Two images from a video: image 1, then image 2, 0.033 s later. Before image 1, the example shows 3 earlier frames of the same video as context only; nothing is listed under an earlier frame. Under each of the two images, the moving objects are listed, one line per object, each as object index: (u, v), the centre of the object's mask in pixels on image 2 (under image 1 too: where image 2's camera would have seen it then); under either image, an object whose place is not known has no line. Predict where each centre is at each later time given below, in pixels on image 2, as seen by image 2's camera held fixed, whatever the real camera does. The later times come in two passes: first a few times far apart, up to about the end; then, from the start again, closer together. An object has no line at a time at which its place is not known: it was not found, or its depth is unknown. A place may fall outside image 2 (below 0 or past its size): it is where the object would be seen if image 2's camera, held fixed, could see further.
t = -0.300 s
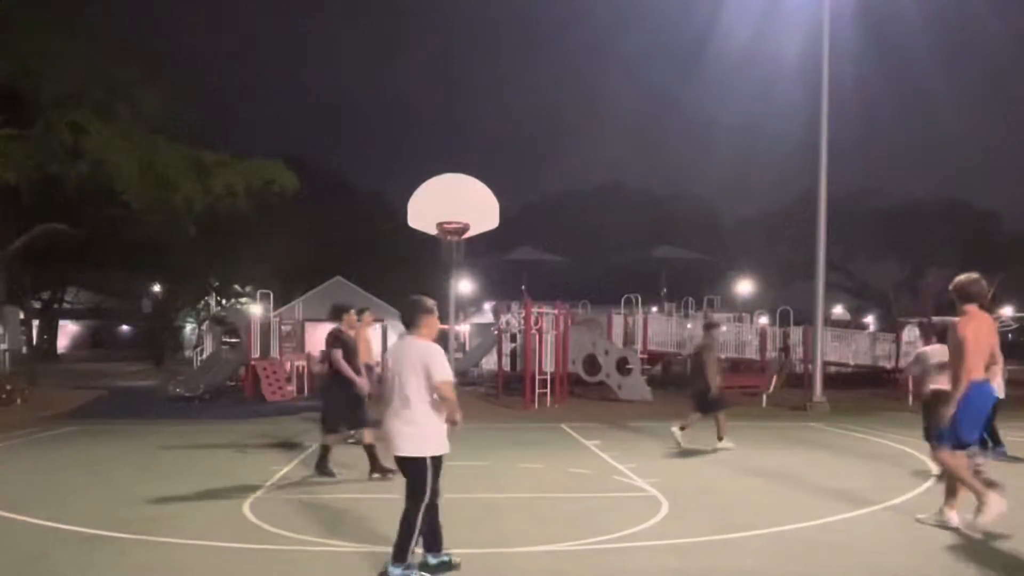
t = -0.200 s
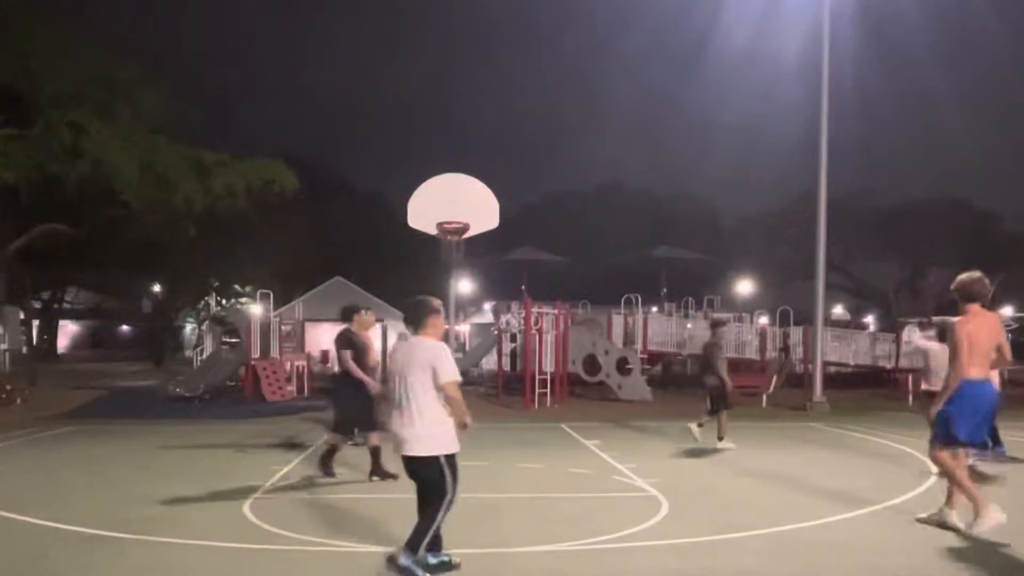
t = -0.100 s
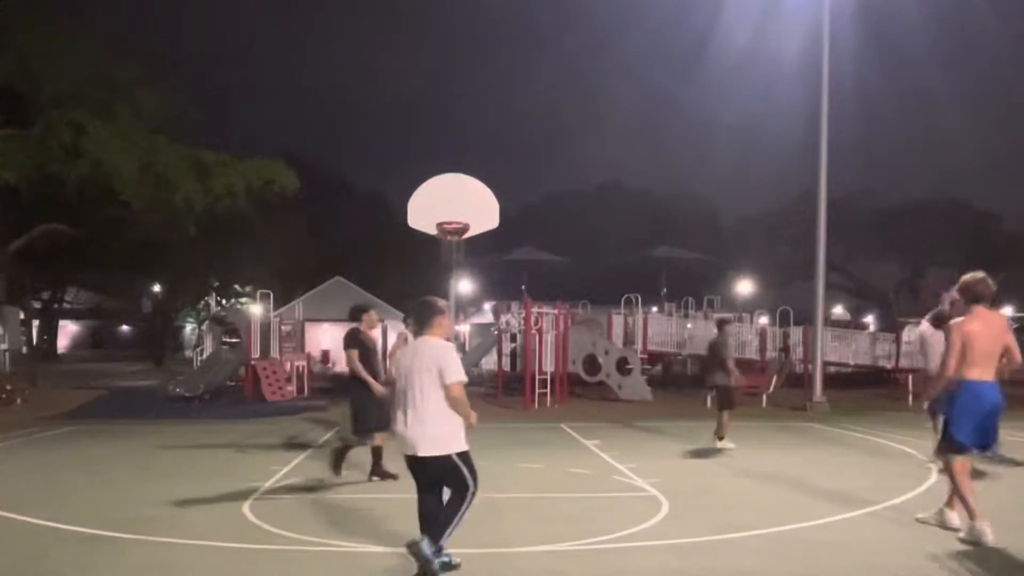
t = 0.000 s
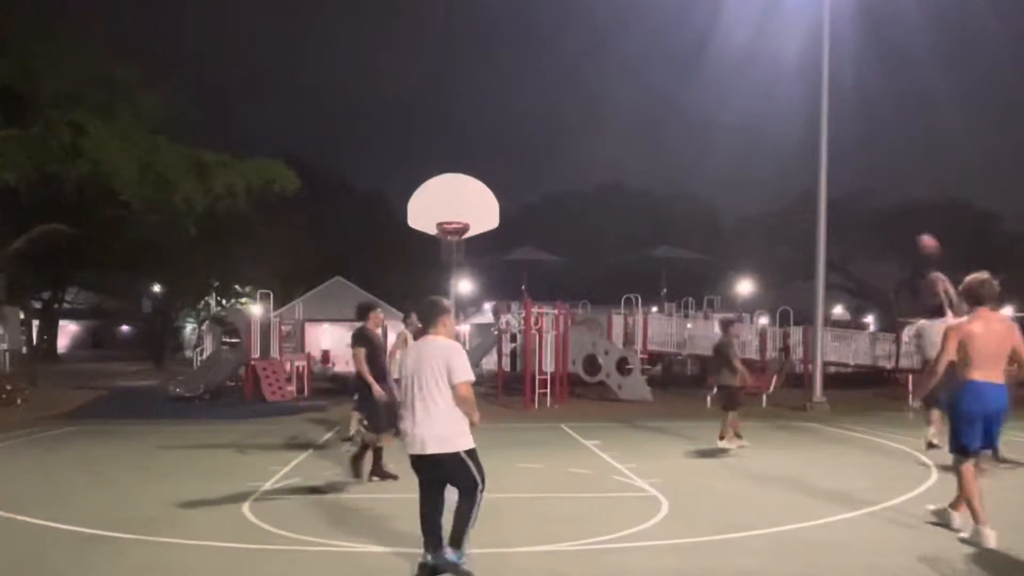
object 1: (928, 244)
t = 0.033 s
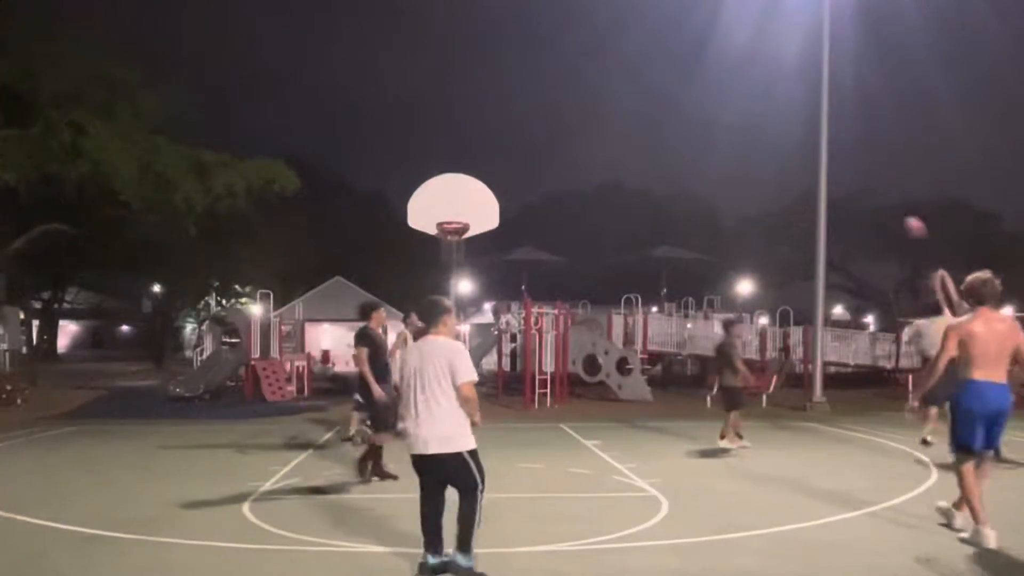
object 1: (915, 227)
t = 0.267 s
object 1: (823, 133)
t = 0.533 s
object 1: (724, 80)
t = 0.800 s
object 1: (630, 81)
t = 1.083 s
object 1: (536, 134)
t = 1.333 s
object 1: (460, 211)
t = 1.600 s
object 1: (422, 168)
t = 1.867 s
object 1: (386, 174)
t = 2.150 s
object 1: (349, 229)
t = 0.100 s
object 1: (888, 195)
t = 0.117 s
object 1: (882, 188)
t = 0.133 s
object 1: (875, 181)
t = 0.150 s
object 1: (868, 174)
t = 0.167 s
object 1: (862, 168)
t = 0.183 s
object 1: (855, 161)
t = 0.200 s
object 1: (849, 155)
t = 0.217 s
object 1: (843, 150)
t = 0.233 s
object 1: (836, 144)
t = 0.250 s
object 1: (829, 139)
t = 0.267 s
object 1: (823, 133)
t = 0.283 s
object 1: (816, 128)
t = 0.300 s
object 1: (811, 123)
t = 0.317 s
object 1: (804, 119)
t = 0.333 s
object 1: (797, 115)
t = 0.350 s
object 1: (792, 111)
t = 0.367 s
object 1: (785, 107)
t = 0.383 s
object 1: (779, 103)
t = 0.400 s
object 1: (773, 99)
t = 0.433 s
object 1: (761, 94)
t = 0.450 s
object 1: (755, 91)
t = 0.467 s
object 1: (748, 88)
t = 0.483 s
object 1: (742, 85)
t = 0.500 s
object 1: (736, 84)
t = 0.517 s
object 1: (730, 82)
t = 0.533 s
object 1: (724, 80)
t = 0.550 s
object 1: (718, 78)
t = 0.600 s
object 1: (700, 76)
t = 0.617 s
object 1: (694, 75)
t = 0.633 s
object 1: (688, 75)
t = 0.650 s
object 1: (683, 75)
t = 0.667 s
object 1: (676, 74)
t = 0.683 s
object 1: (671, 75)
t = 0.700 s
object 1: (665, 75)
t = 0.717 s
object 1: (659, 75)
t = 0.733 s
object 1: (653, 76)
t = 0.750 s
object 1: (647, 77)
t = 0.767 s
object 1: (641, 77)
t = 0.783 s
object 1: (636, 79)
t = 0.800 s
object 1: (630, 81)
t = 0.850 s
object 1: (613, 86)
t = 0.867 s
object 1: (607, 88)
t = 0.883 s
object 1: (602, 91)
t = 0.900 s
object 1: (596, 93)
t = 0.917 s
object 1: (590, 96)
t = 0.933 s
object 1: (585, 99)
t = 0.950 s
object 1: (580, 102)
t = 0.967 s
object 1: (574, 106)
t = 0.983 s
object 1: (568, 109)
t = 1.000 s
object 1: (563, 113)
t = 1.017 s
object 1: (557, 117)
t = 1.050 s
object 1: (547, 125)
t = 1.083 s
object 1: (536, 134)
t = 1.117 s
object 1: (525, 144)
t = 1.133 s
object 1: (520, 149)
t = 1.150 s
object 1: (515, 154)
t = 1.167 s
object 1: (510, 159)
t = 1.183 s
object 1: (504, 166)
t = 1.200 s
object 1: (500, 171)
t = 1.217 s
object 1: (494, 177)
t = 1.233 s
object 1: (489, 183)
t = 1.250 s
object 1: (483, 190)
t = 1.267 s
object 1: (477, 197)
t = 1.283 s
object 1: (471, 204)
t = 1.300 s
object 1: (467, 211)
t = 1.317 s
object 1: (462, 215)
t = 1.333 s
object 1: (460, 211)
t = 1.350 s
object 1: (457, 207)
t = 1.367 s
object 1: (455, 203)
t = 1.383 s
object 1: (452, 200)
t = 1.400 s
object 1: (450, 196)
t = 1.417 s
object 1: (447, 193)
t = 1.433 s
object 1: (445, 190)
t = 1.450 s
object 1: (442, 187)
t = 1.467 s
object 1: (440, 184)
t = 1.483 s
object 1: (438, 181)
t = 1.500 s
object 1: (435, 179)
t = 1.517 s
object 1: (433, 177)
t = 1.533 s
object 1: (431, 175)
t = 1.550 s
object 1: (429, 174)
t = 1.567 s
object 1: (427, 172)
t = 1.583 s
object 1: (425, 170)
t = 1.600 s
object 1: (422, 168)
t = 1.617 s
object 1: (420, 167)
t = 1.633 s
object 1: (418, 166)
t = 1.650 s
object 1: (415, 165)
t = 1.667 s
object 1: (413, 165)
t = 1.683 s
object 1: (410, 165)
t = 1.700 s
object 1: (407, 165)
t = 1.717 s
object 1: (406, 165)
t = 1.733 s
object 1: (403, 165)
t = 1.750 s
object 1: (401, 166)
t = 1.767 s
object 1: (399, 166)
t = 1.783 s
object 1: (397, 167)
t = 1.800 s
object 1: (394, 168)
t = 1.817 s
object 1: (392, 169)
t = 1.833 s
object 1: (390, 170)
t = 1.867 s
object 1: (386, 174)
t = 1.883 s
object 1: (383, 176)
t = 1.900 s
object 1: (381, 178)
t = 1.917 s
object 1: (379, 180)
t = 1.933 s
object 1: (377, 182)
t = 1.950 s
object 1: (375, 185)
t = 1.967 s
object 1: (372, 187)
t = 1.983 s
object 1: (370, 191)
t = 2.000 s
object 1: (368, 194)
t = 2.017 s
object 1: (366, 197)
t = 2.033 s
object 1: (364, 200)
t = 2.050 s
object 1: (362, 204)
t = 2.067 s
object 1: (359, 208)
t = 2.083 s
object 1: (358, 212)
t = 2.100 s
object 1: (356, 216)
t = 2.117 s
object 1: (353, 220)
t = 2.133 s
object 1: (351, 224)
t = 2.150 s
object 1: (349, 229)
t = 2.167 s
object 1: (347, 233)
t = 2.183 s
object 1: (344, 239)
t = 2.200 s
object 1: (342, 244)
